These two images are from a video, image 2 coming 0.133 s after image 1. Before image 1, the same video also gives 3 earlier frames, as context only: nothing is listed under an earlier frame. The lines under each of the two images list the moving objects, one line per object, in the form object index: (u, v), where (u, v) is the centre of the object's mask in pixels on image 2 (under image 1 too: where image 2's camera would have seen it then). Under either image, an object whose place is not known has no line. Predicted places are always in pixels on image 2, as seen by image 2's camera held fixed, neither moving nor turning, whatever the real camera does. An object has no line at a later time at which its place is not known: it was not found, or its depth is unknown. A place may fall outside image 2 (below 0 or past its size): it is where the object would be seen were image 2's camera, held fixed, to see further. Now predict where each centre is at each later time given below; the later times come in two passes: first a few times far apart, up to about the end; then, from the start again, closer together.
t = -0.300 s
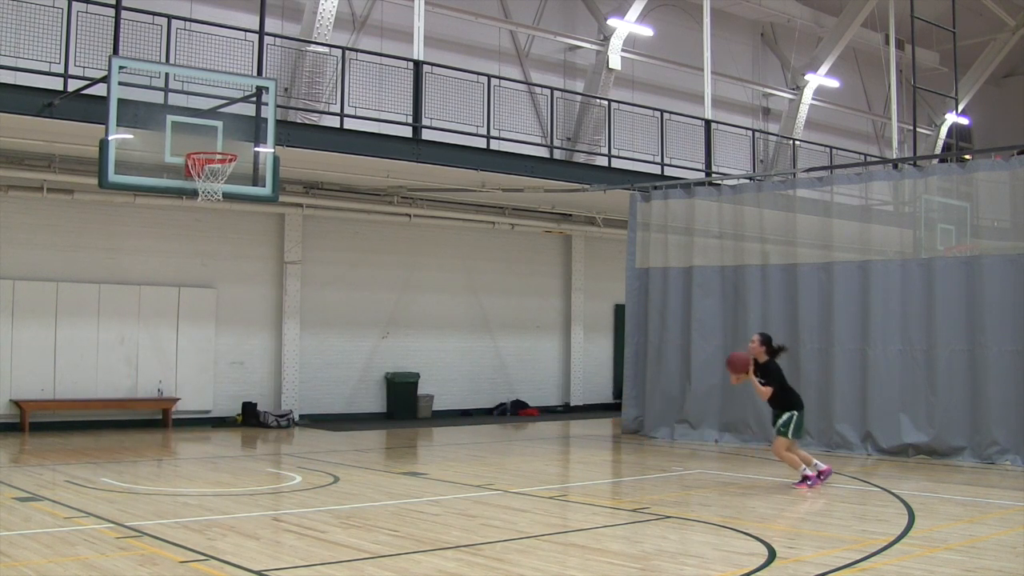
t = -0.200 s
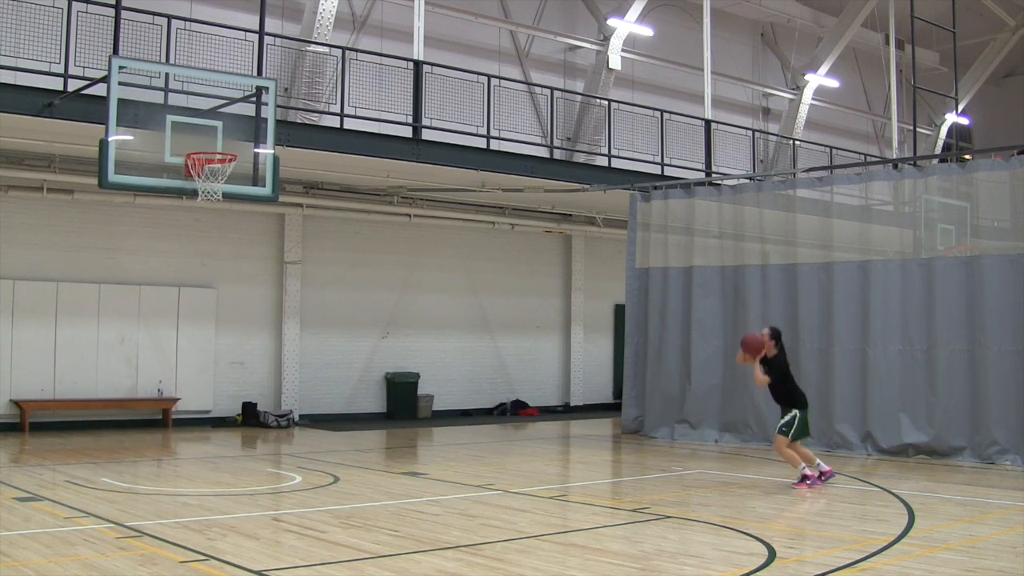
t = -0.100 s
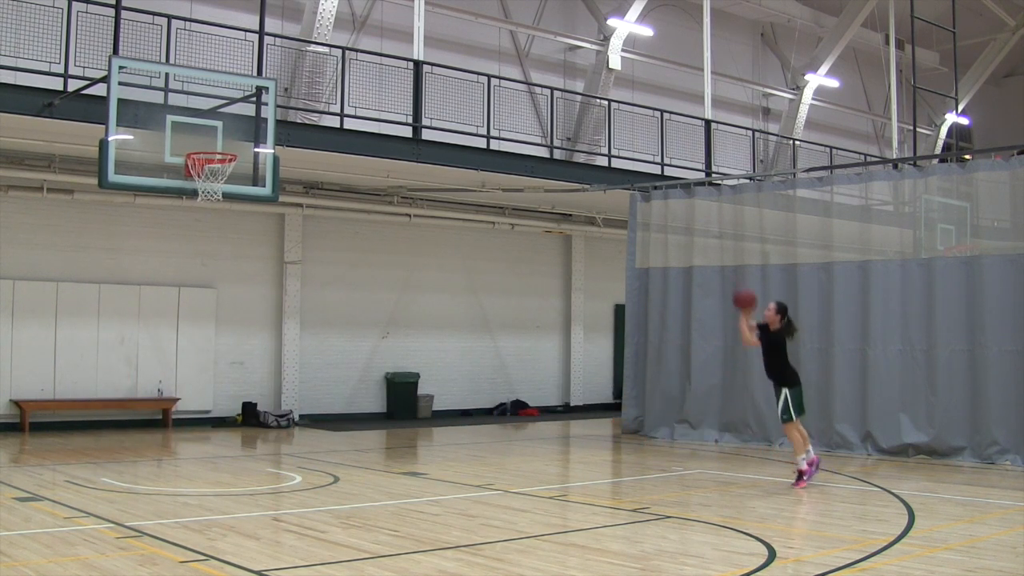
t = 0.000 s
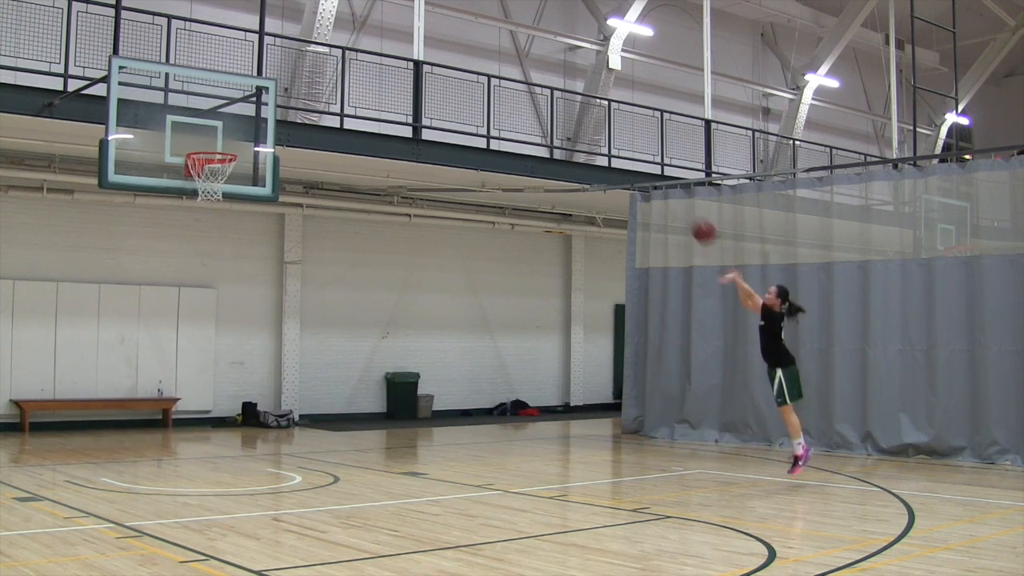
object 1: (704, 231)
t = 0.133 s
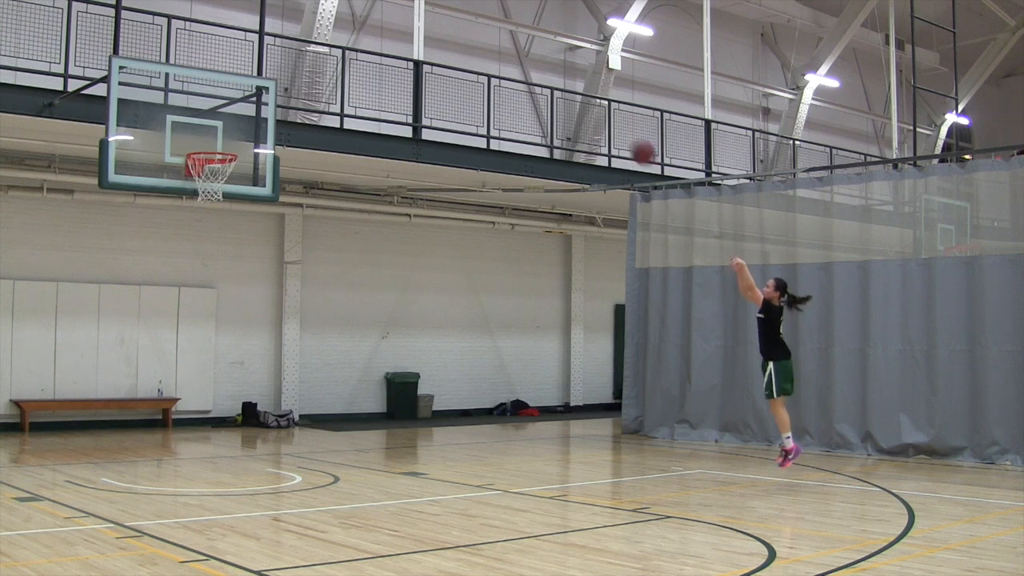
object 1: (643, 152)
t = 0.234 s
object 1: (598, 108)
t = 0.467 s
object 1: (494, 44)
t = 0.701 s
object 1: (394, 37)
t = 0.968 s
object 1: (281, 96)
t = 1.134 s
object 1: (210, 166)
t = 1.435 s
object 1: (151, 266)
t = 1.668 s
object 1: (110, 393)
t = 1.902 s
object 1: (95, 394)
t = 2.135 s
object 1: (99, 317)
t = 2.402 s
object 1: (103, 296)
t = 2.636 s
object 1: (105, 338)
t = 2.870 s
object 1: (107, 437)
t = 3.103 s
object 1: (106, 406)
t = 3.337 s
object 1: (106, 370)
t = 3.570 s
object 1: (105, 391)
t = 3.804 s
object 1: (103, 474)
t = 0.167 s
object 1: (628, 136)
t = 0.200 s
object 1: (613, 121)
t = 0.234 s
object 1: (598, 108)
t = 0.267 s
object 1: (583, 96)
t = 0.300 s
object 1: (568, 83)
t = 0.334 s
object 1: (553, 73)
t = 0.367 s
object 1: (539, 64)
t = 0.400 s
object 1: (525, 56)
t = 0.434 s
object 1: (509, 49)
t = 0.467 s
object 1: (494, 44)
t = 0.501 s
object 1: (480, 39)
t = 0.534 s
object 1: (465, 36)
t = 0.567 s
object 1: (451, 34)
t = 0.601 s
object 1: (436, 33)
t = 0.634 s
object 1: (422, 33)
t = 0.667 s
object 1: (408, 35)
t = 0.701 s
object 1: (394, 37)
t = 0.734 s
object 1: (380, 40)
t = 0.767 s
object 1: (365, 44)
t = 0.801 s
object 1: (351, 51)
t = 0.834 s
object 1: (337, 57)
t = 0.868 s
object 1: (323, 65)
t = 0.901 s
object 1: (309, 75)
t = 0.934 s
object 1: (294, 85)
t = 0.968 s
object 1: (281, 96)
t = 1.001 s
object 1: (266, 108)
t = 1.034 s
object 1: (252, 121)
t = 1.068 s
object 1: (239, 135)
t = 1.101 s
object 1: (224, 149)
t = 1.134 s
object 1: (210, 166)
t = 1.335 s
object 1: (168, 227)
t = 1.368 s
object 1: (163, 238)
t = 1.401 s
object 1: (157, 251)
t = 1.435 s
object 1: (151, 266)
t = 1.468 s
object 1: (145, 280)
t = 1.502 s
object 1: (139, 297)
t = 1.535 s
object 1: (133, 314)
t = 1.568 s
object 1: (127, 332)
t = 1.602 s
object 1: (122, 352)
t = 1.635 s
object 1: (115, 372)
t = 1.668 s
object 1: (110, 393)
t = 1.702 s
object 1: (104, 419)
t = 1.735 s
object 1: (98, 439)
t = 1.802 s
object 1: (93, 445)
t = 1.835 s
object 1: (94, 427)
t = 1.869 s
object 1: (94, 412)
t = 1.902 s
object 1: (95, 394)
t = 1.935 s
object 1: (95, 381)
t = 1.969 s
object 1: (96, 368)
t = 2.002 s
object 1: (97, 355)
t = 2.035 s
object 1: (97, 344)
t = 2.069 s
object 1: (98, 334)
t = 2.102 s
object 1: (99, 325)
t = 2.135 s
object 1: (99, 317)
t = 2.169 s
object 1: (100, 311)
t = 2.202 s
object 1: (100, 305)
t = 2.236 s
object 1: (101, 301)
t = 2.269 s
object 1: (101, 298)
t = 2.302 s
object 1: (102, 295)
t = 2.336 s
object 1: (102, 294)
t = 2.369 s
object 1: (102, 294)
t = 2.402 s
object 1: (103, 296)
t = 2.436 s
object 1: (103, 298)
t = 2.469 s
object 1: (104, 302)
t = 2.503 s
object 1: (104, 306)
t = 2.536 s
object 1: (104, 312)
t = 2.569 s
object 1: (105, 319)
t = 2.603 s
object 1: (105, 328)
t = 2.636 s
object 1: (105, 338)
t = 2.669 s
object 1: (105, 348)
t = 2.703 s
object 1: (105, 360)
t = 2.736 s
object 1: (106, 373)
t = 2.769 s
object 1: (106, 387)
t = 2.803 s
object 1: (105, 404)
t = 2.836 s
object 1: (106, 420)
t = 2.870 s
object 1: (107, 437)
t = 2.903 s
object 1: (107, 457)
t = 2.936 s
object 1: (107, 467)
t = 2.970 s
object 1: (107, 453)
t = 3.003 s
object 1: (107, 440)
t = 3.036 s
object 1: (107, 428)
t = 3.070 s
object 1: (107, 419)
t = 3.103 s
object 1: (106, 406)
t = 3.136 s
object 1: (106, 397)
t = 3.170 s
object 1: (107, 389)
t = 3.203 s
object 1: (106, 384)
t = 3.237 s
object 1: (106, 379)
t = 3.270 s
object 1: (106, 374)
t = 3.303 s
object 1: (106, 372)
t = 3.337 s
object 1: (106, 370)
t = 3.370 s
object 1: (106, 369)
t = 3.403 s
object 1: (106, 370)
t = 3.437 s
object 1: (106, 372)
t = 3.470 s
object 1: (105, 375)
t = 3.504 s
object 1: (105, 379)
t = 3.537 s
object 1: (105, 384)
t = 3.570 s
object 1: (105, 391)
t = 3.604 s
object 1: (104, 399)
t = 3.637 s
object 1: (104, 409)
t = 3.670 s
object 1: (103, 419)
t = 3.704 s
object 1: (104, 431)
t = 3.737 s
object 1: (103, 445)
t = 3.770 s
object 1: (103, 458)
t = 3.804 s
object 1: (103, 474)
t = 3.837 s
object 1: (103, 467)
